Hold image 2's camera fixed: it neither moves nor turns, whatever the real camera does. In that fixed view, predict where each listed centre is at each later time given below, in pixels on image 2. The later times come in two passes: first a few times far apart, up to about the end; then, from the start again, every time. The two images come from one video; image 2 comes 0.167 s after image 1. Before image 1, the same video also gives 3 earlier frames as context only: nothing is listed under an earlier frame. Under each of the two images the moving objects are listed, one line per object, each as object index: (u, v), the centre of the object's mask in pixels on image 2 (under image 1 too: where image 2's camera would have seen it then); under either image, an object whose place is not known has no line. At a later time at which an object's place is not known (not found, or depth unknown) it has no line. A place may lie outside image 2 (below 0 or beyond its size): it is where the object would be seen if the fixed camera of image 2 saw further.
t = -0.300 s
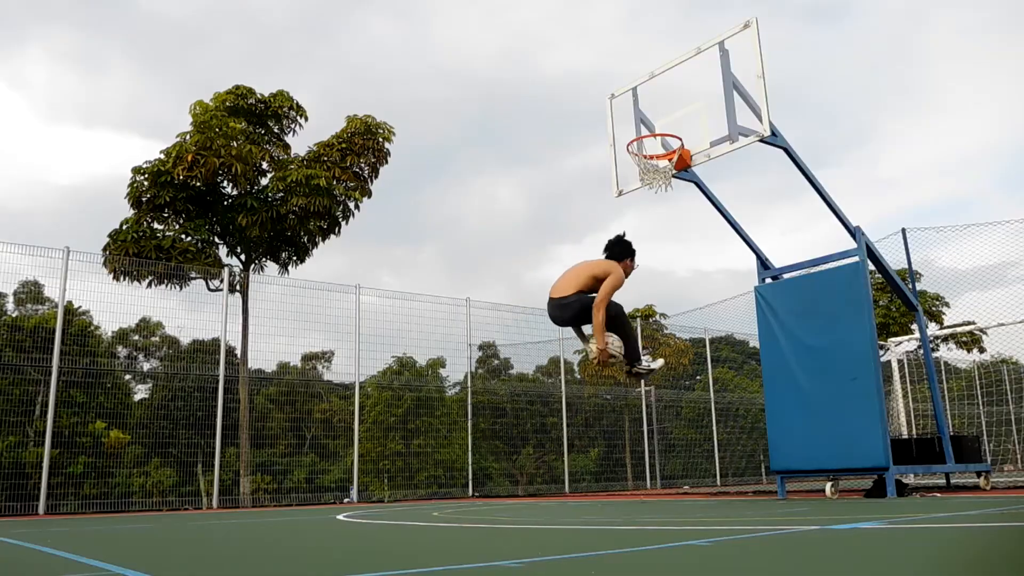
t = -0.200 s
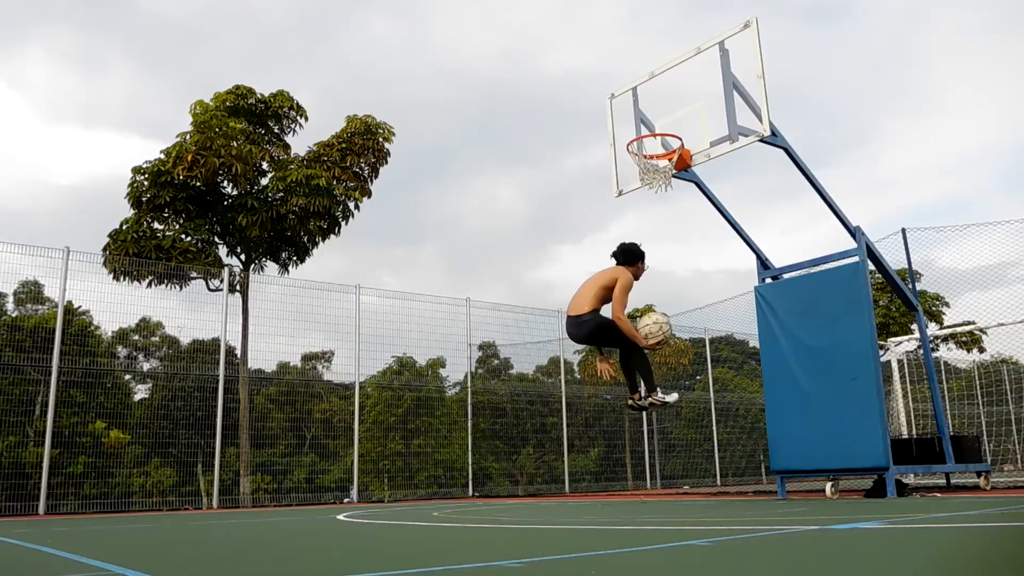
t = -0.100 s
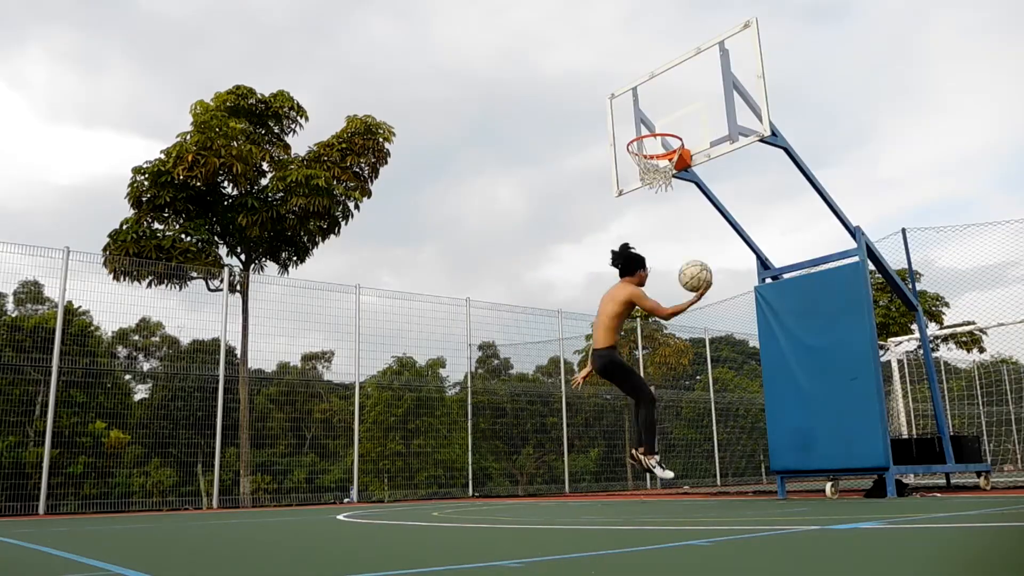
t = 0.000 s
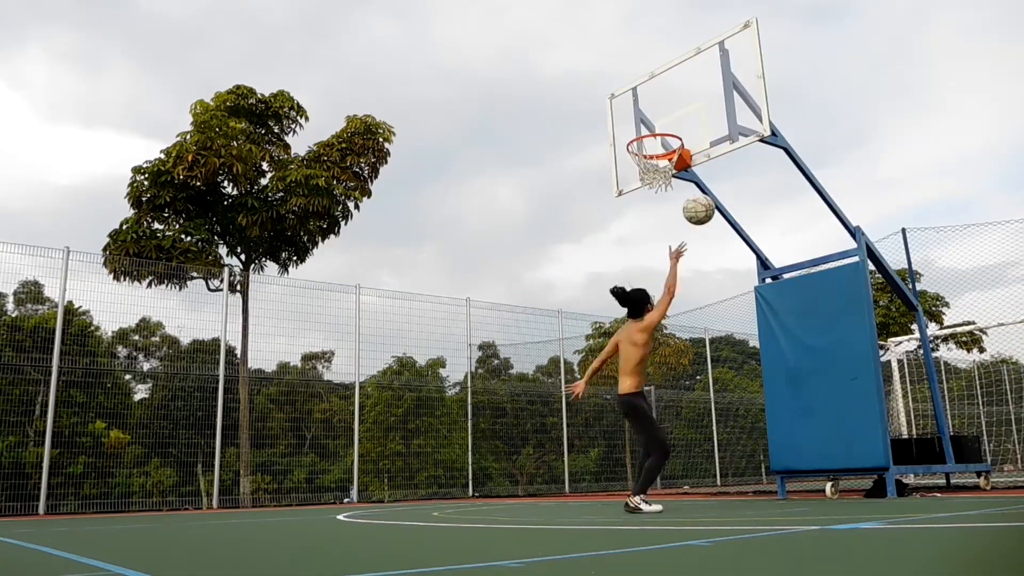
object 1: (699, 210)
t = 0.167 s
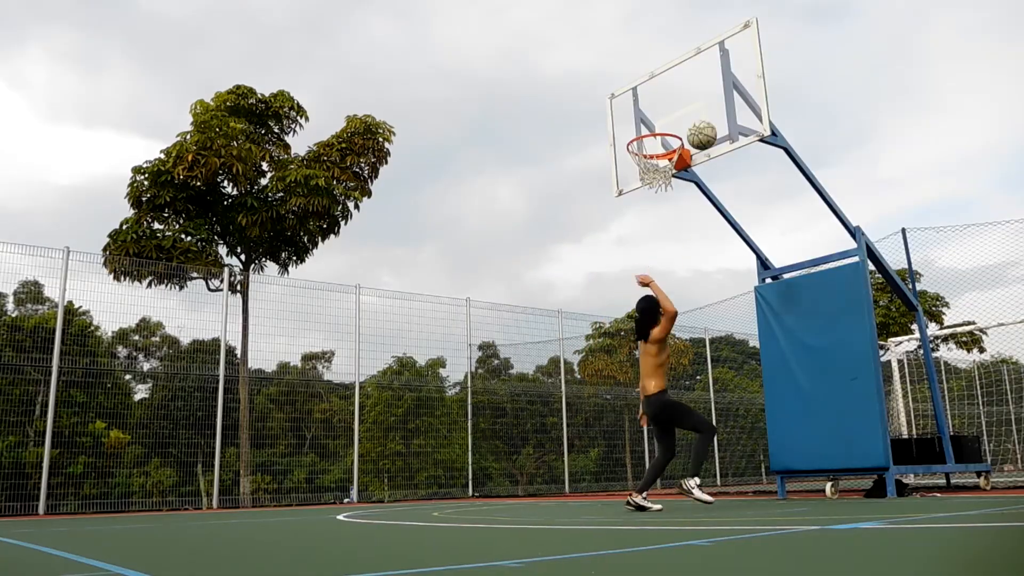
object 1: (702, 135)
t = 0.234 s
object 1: (703, 117)
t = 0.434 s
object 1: (703, 88)
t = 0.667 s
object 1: (671, 91)
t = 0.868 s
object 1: (648, 126)
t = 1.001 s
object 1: (640, 150)
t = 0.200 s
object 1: (703, 125)
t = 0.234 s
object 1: (703, 117)
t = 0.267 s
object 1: (704, 109)
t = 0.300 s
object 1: (705, 103)
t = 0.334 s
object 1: (706, 98)
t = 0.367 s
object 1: (708, 95)
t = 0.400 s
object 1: (708, 92)
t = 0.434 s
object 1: (703, 88)
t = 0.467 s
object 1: (698, 85)
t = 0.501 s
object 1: (693, 83)
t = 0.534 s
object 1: (689, 82)
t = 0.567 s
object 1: (684, 82)
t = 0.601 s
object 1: (680, 84)
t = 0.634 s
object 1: (675, 87)
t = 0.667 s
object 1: (671, 91)
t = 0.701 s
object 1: (667, 95)
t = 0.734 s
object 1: (662, 102)
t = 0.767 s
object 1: (658, 110)
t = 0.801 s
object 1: (654, 118)
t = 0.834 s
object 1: (651, 124)
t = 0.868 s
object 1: (648, 126)
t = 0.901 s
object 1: (646, 130)
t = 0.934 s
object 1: (644, 135)
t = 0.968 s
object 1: (642, 142)
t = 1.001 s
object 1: (640, 150)
